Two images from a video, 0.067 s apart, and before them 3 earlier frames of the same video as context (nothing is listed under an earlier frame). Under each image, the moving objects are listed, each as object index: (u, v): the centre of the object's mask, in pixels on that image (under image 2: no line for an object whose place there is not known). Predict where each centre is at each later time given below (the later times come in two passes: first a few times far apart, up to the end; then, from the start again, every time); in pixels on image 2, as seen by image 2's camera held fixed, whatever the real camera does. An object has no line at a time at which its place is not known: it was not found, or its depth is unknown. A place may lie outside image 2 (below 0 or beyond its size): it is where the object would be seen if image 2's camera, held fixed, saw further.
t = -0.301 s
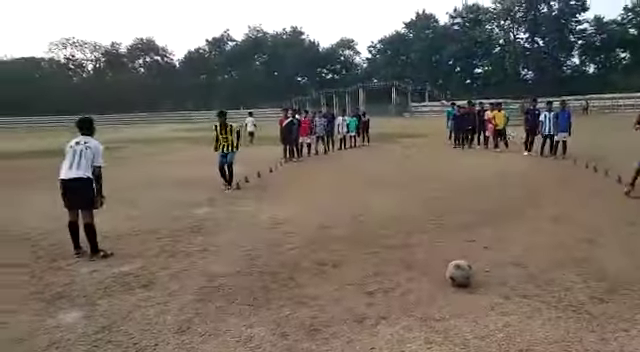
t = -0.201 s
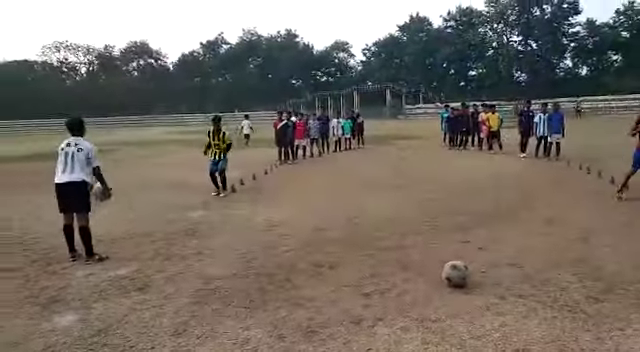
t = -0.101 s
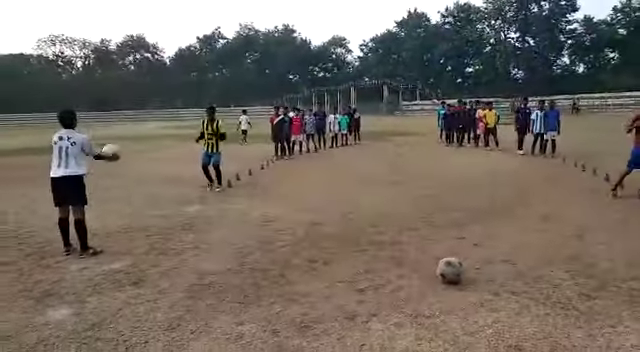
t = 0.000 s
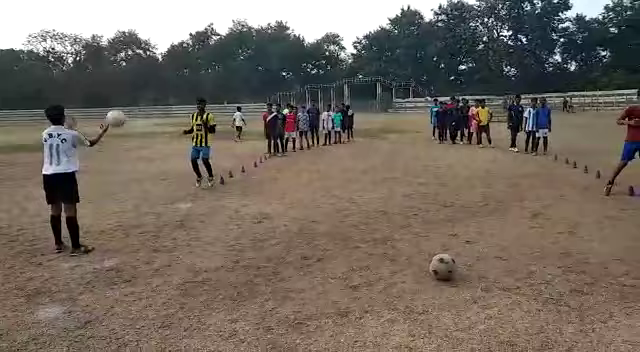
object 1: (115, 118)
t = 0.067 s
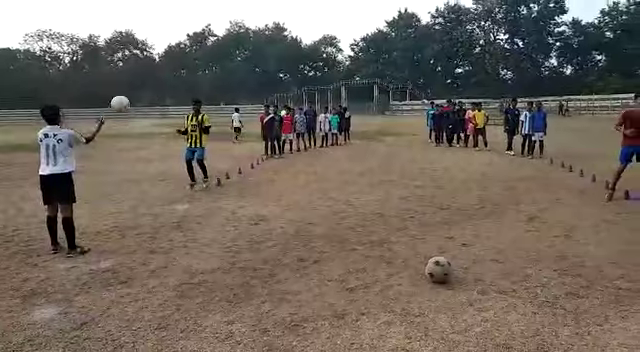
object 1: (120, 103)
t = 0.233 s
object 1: (138, 83)
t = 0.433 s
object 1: (158, 87)
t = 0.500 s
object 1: (165, 92)
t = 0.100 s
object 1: (124, 97)
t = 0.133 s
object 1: (127, 92)
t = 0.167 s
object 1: (130, 88)
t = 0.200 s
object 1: (134, 85)
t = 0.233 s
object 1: (138, 83)
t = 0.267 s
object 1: (142, 82)
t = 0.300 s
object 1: (145, 81)
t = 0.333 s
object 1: (148, 81)
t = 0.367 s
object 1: (152, 82)
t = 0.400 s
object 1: (155, 83)
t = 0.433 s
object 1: (158, 87)
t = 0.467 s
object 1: (162, 89)
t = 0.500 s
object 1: (165, 92)
